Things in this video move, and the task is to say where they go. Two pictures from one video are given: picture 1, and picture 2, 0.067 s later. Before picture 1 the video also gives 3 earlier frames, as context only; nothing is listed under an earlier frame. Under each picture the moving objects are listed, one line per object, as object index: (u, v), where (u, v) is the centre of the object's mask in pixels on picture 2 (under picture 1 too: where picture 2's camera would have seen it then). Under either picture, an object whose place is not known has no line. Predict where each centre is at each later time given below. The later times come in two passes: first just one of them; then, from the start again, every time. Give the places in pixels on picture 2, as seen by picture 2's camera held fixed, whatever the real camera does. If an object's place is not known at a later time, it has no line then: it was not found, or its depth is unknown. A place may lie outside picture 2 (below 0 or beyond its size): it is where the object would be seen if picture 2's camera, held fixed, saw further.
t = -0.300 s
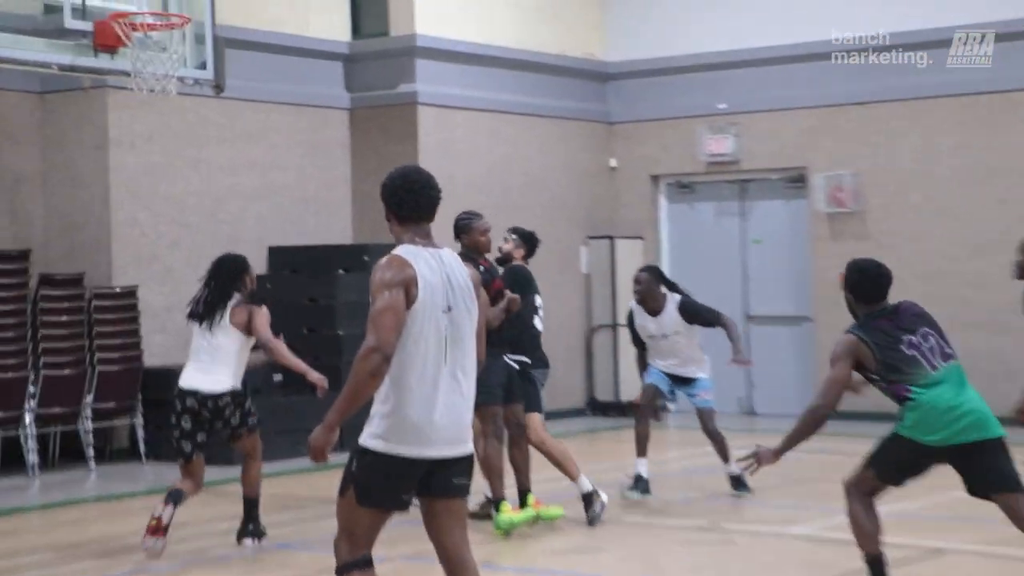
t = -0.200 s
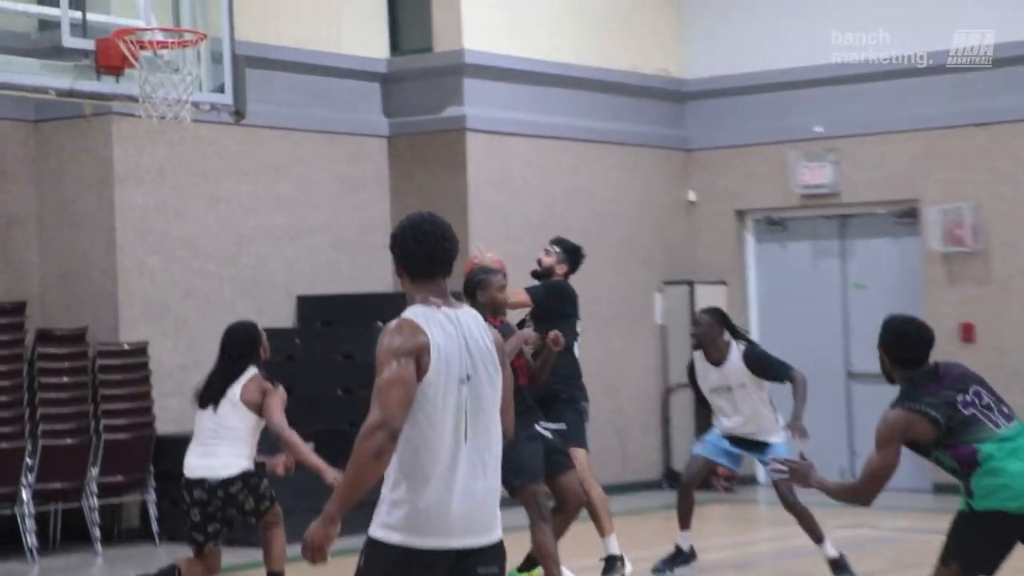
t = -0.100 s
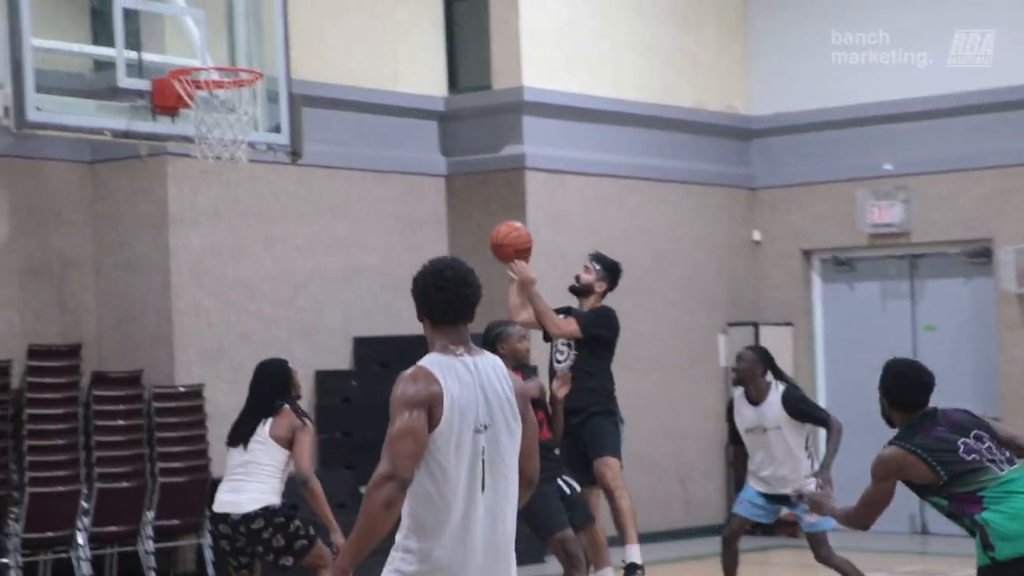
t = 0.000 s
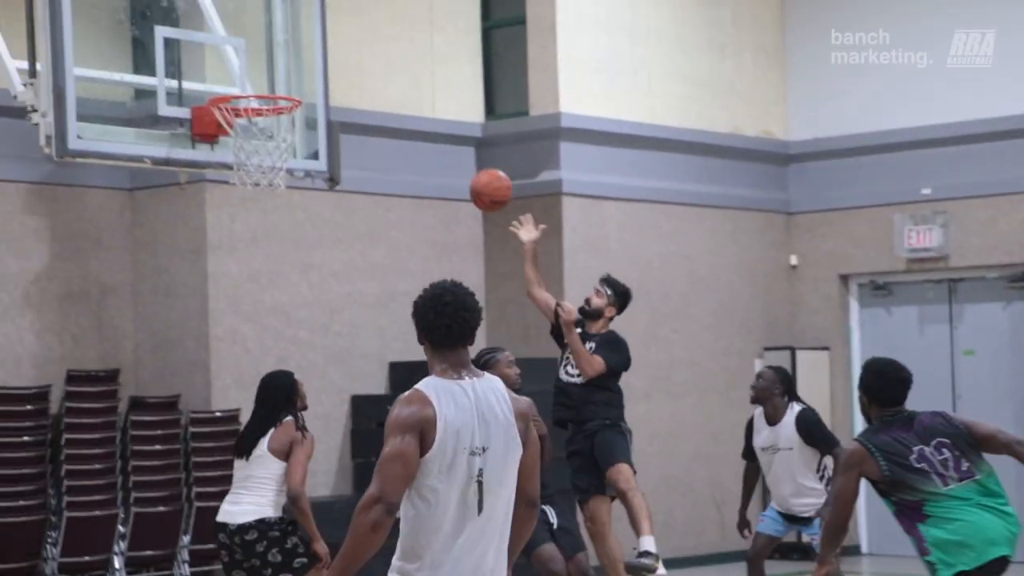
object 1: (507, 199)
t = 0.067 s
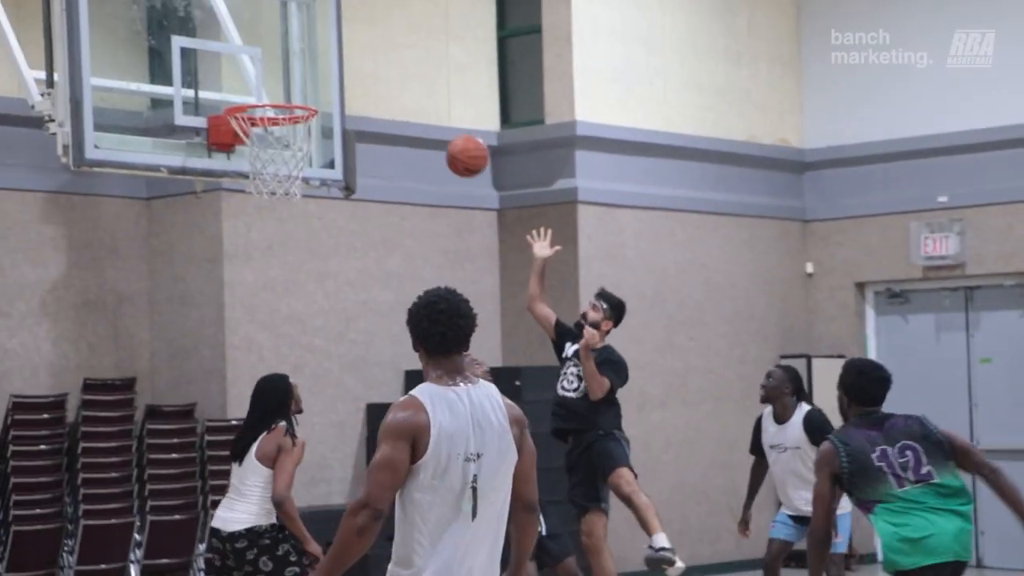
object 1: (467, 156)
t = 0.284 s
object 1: (340, 68)
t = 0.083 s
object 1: (457, 146)
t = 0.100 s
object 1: (447, 137)
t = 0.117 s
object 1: (437, 128)
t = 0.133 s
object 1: (428, 120)
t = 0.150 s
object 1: (418, 113)
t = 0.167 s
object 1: (408, 106)
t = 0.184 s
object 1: (399, 99)
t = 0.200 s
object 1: (389, 92)
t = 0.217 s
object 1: (379, 87)
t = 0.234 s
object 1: (369, 81)
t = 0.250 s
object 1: (359, 76)
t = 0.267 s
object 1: (349, 72)
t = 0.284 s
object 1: (340, 68)
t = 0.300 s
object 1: (330, 65)
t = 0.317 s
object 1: (321, 62)
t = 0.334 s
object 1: (315, 59)
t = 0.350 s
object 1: (315, 58)
